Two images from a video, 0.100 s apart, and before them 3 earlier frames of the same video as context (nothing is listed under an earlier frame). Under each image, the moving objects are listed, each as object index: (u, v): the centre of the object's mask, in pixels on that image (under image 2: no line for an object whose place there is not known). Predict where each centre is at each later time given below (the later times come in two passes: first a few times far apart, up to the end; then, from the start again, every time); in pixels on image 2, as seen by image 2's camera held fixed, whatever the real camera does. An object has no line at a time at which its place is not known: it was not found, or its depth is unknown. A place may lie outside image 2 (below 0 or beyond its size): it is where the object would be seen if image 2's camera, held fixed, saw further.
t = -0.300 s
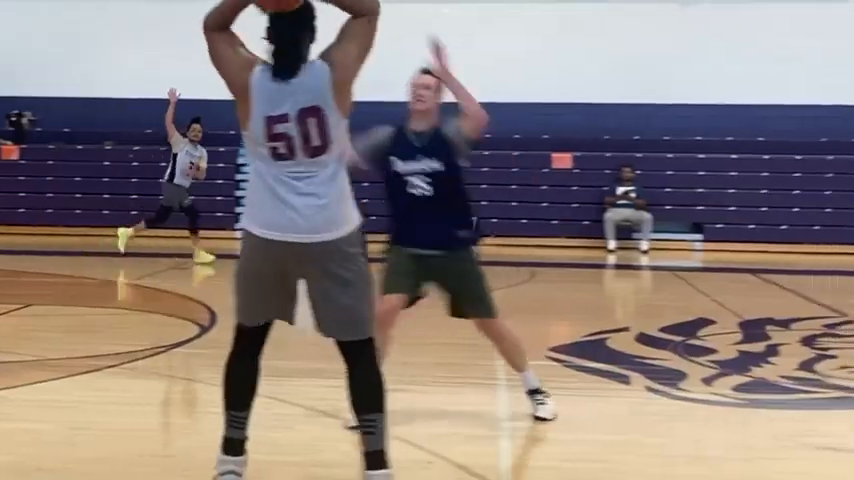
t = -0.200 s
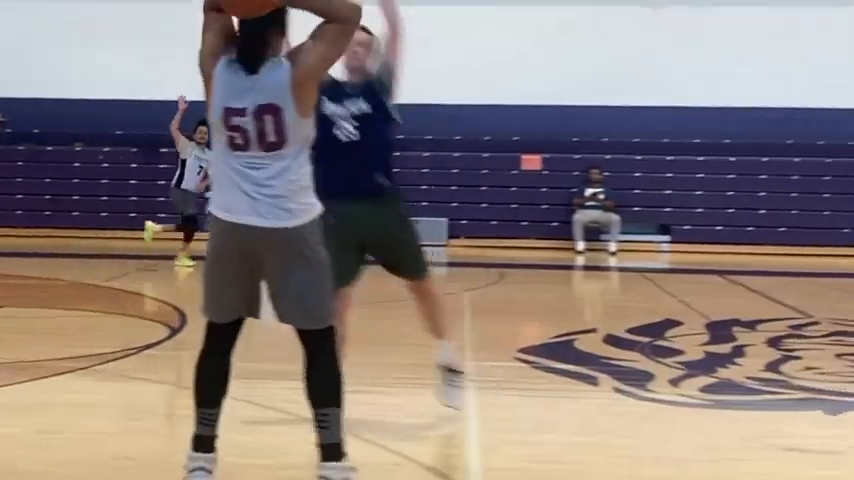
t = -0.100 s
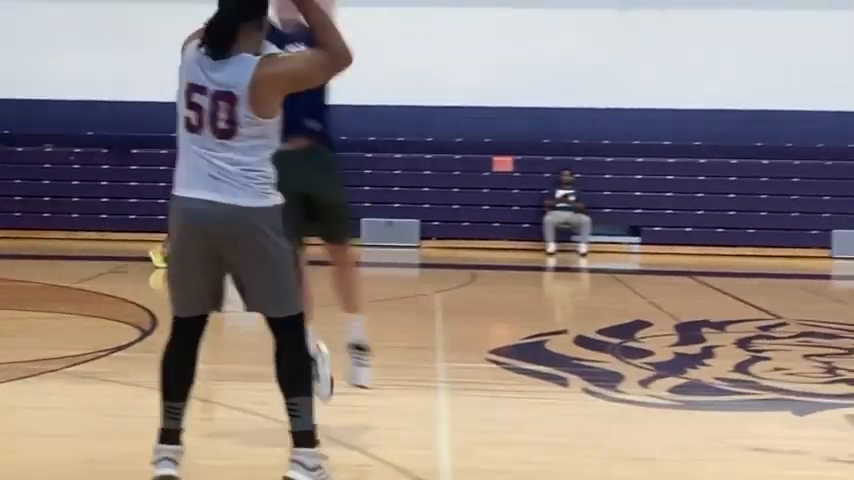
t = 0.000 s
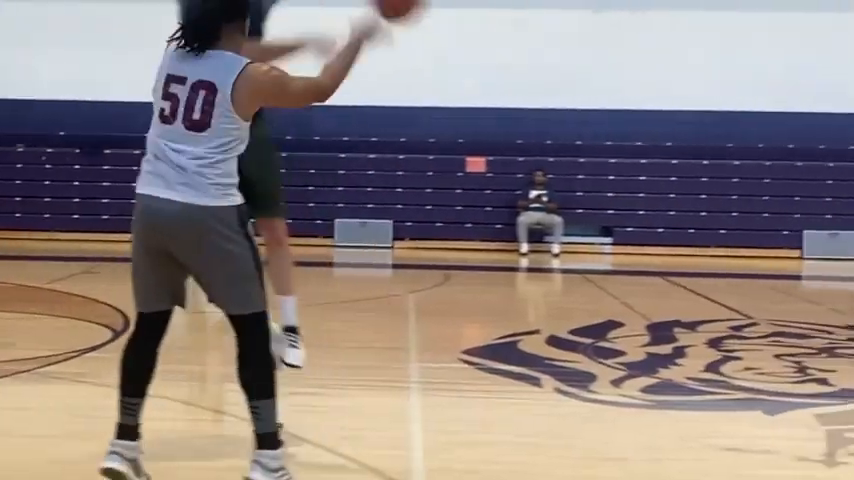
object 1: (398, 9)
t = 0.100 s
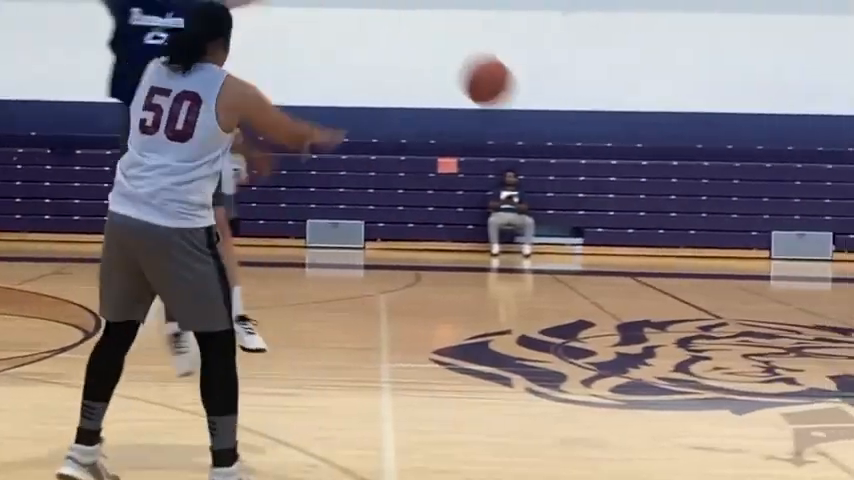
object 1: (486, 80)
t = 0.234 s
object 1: (599, 190)
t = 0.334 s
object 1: (663, 269)
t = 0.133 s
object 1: (519, 109)
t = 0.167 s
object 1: (548, 136)
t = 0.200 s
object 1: (575, 163)
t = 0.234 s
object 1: (599, 190)
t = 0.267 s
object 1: (621, 215)
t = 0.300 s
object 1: (641, 240)
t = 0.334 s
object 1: (663, 269)
